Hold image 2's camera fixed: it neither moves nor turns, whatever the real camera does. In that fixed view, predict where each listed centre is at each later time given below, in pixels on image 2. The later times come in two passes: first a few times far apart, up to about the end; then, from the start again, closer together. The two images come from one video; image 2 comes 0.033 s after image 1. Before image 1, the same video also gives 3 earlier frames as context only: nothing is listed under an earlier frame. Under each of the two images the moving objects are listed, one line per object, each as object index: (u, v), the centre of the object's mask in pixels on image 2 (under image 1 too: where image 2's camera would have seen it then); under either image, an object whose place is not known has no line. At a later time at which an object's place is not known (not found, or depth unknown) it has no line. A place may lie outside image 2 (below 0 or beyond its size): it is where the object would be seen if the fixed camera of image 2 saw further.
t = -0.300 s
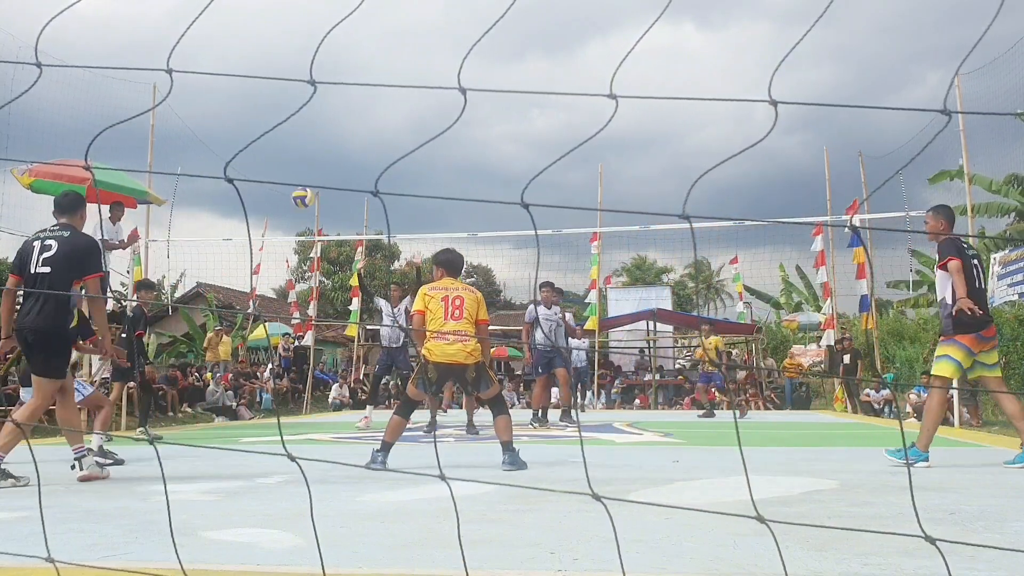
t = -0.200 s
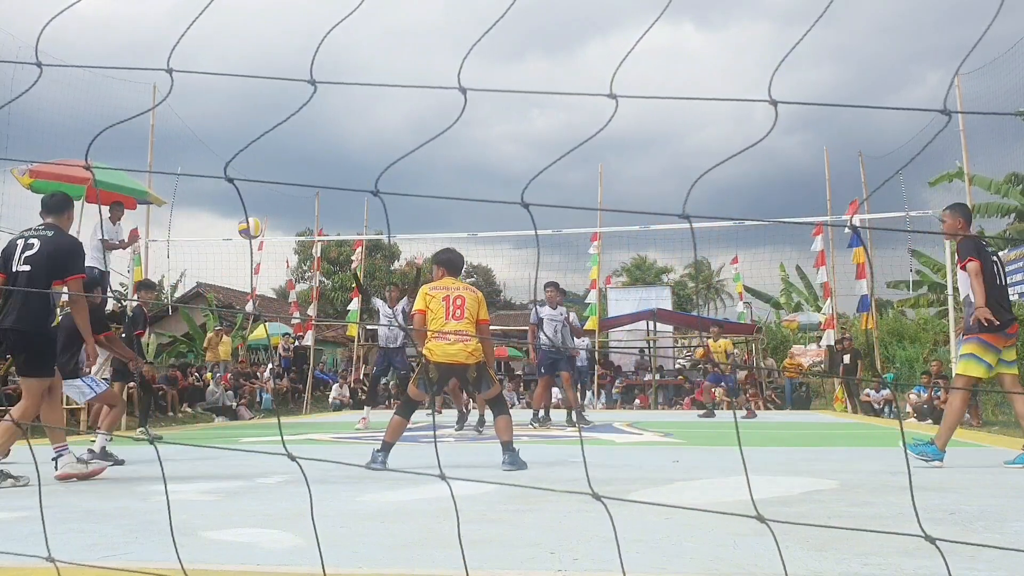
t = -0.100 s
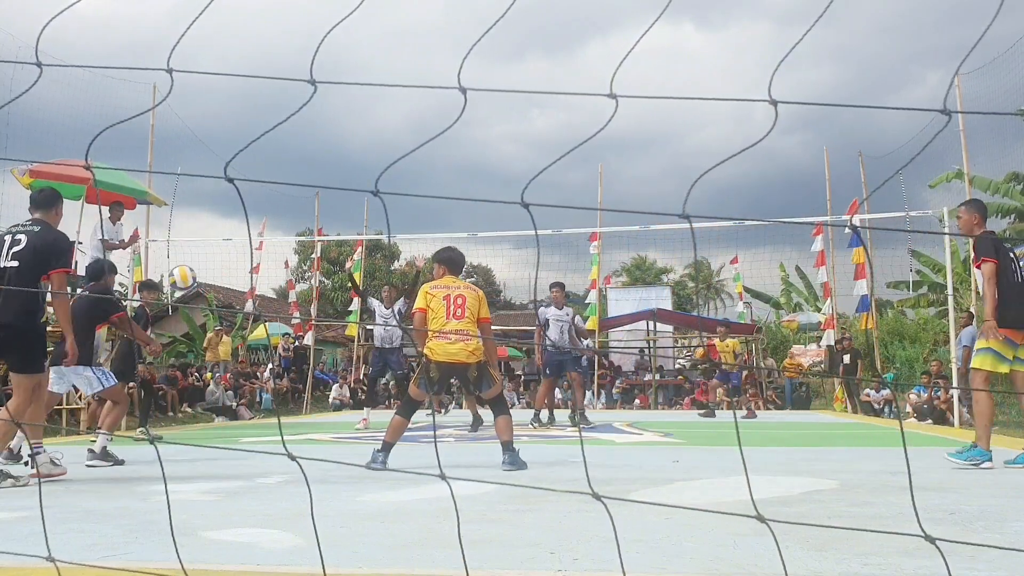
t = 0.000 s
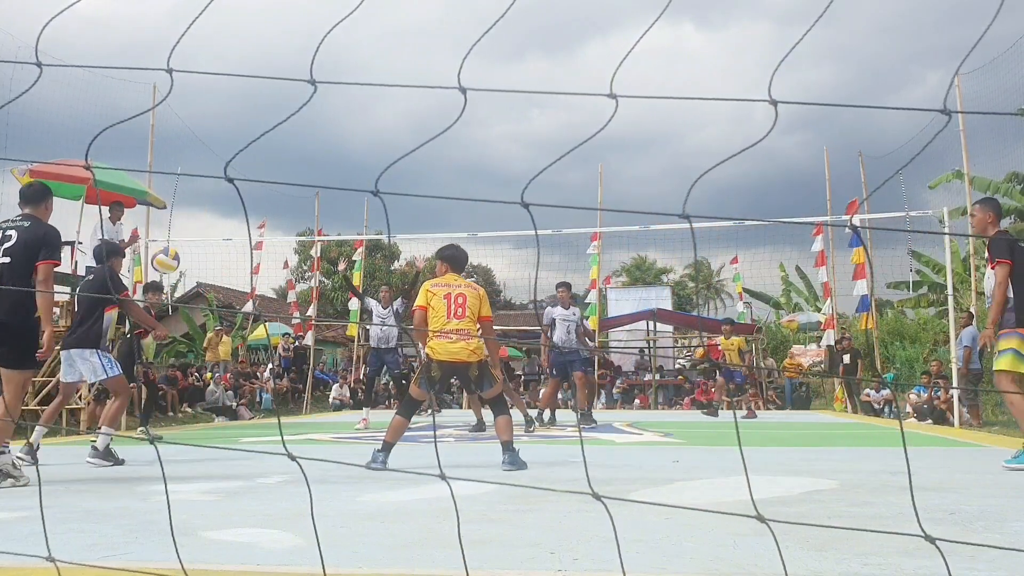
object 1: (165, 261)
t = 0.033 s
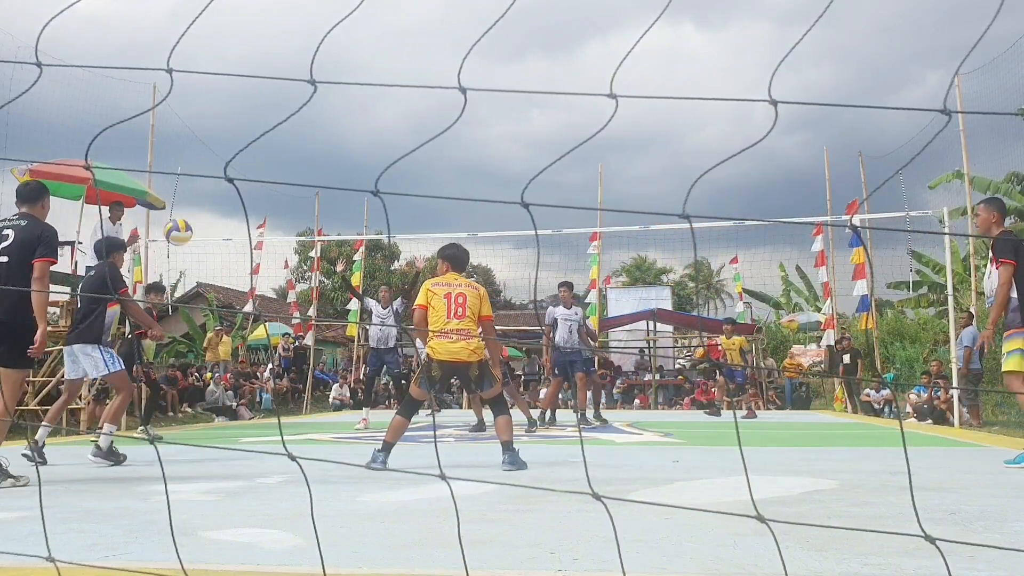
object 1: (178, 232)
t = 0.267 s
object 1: (257, 92)
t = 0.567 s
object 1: (335, 27)
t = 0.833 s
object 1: (392, 47)
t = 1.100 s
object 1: (438, 127)
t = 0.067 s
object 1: (190, 206)
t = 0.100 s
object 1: (202, 182)
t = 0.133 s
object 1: (213, 160)
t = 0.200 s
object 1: (236, 123)
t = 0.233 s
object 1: (247, 106)
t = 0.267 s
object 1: (257, 92)
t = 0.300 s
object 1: (267, 79)
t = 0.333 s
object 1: (276, 67)
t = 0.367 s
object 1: (286, 58)
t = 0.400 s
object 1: (295, 50)
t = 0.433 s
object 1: (303, 42)
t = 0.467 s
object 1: (311, 36)
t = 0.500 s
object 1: (320, 32)
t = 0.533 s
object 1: (327, 29)
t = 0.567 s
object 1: (335, 27)
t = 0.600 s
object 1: (343, 26)
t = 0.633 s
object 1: (351, 26)
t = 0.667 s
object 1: (358, 27)
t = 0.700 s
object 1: (365, 29)
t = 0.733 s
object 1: (372, 32)
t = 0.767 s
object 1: (379, 36)
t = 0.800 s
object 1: (385, 41)
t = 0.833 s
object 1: (392, 47)
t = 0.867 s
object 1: (398, 54)
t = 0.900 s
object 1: (404, 62)
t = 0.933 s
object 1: (410, 71)
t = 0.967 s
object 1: (416, 80)
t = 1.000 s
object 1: (422, 91)
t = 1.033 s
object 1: (427, 102)
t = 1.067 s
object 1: (433, 114)
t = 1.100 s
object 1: (438, 127)
